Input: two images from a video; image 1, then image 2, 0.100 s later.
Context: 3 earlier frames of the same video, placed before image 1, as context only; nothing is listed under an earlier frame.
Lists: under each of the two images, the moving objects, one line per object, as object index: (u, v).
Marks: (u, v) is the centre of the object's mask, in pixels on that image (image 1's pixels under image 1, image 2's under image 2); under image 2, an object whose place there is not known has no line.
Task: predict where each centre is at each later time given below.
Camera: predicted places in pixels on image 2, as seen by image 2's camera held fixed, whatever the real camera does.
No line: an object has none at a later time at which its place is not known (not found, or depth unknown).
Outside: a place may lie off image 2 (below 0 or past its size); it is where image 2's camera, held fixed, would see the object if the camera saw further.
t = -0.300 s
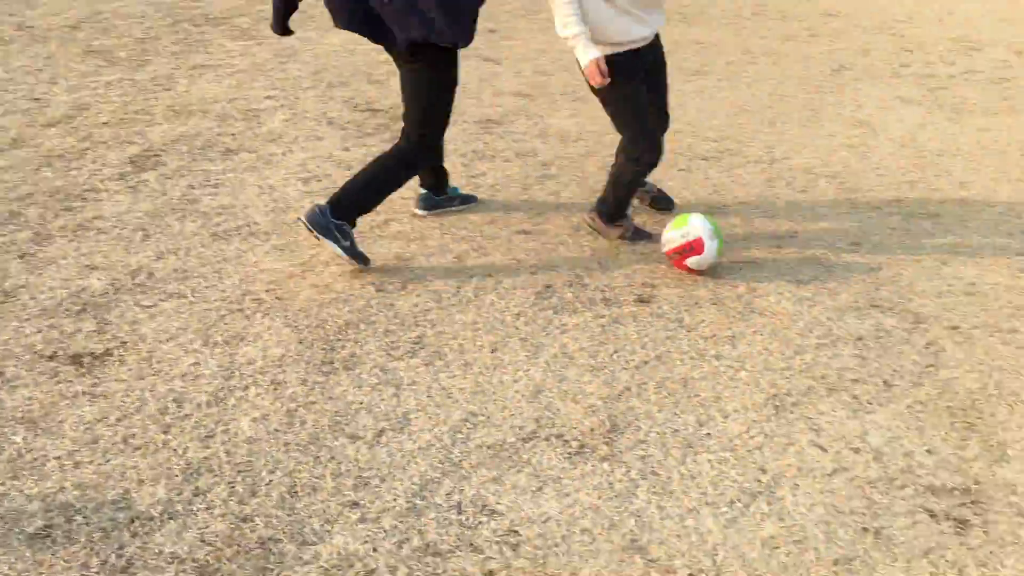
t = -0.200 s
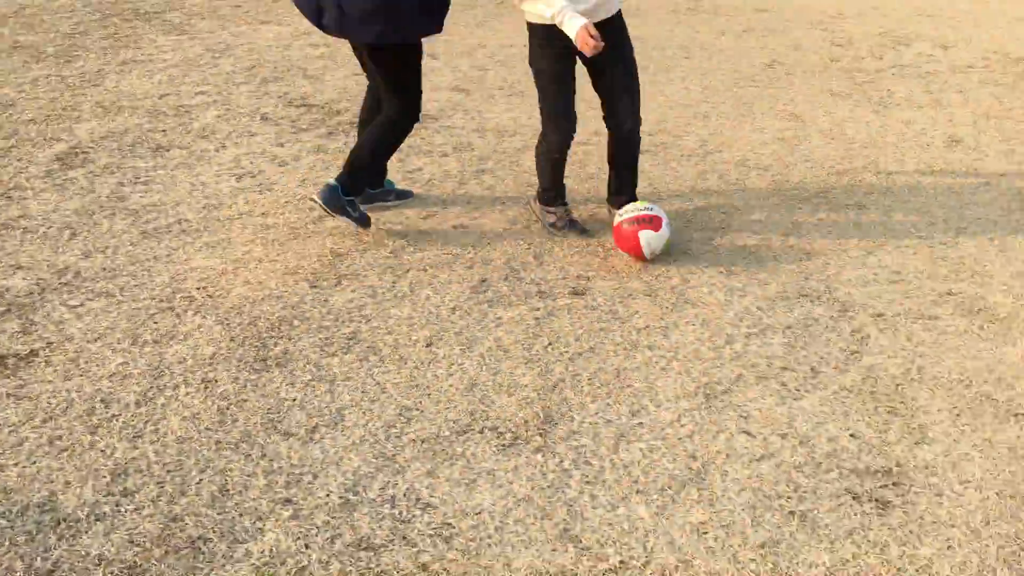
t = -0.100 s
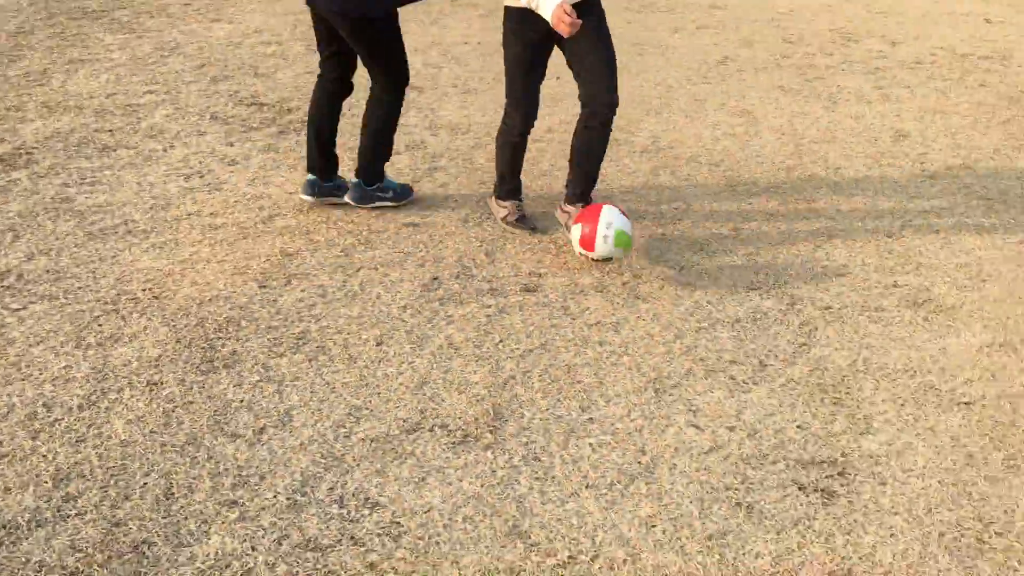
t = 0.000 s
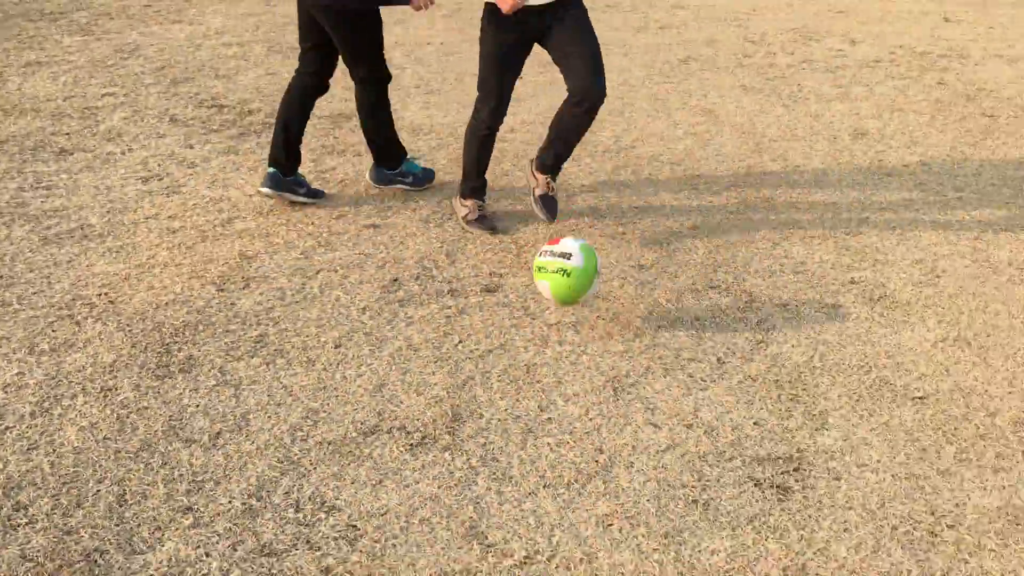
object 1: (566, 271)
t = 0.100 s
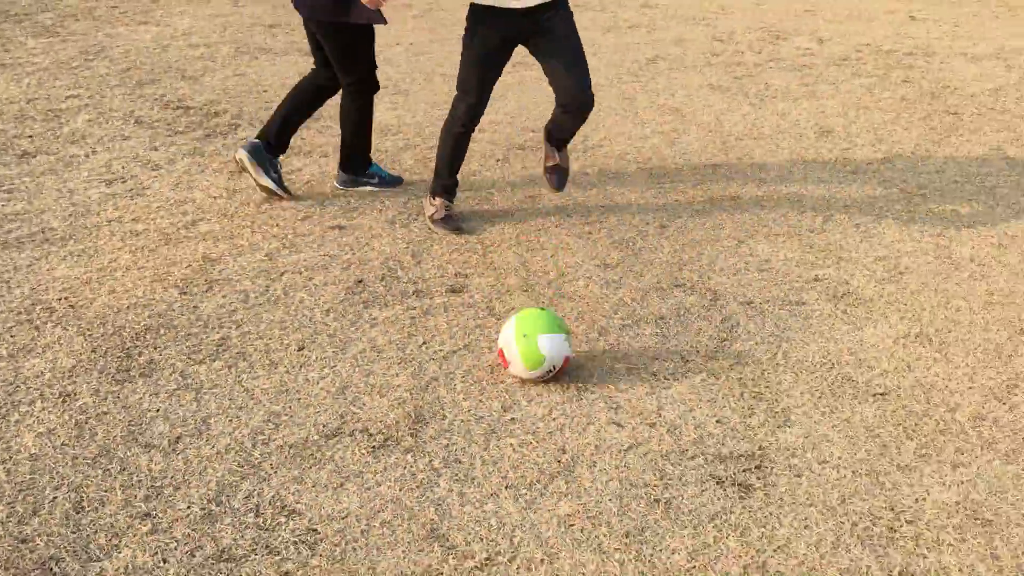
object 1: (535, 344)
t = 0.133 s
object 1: (537, 349)
